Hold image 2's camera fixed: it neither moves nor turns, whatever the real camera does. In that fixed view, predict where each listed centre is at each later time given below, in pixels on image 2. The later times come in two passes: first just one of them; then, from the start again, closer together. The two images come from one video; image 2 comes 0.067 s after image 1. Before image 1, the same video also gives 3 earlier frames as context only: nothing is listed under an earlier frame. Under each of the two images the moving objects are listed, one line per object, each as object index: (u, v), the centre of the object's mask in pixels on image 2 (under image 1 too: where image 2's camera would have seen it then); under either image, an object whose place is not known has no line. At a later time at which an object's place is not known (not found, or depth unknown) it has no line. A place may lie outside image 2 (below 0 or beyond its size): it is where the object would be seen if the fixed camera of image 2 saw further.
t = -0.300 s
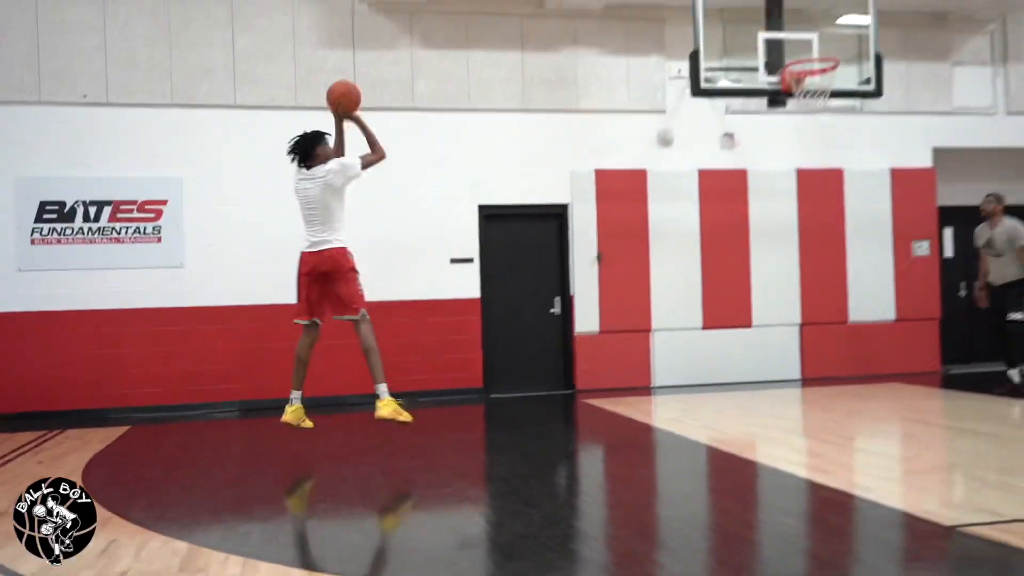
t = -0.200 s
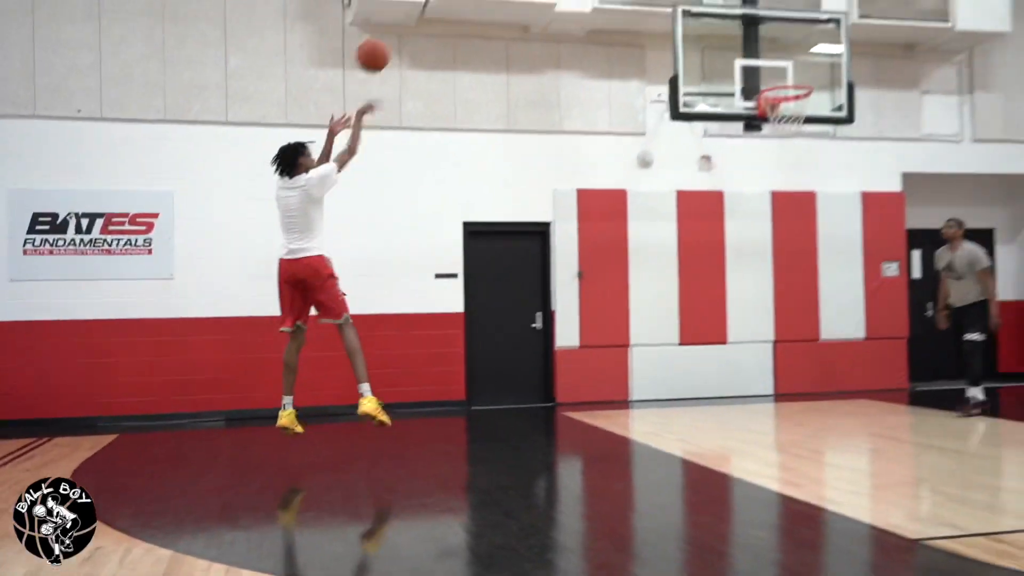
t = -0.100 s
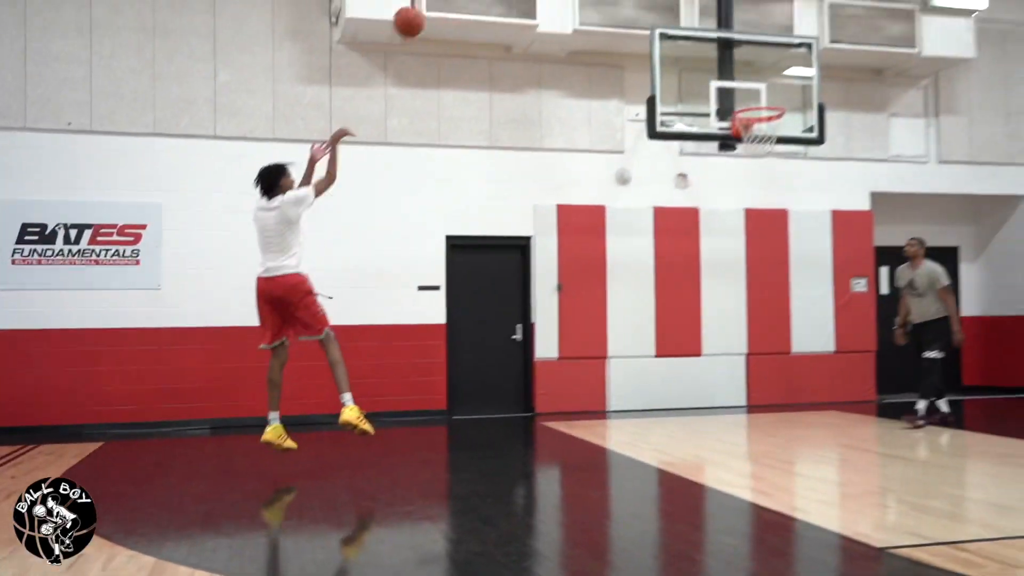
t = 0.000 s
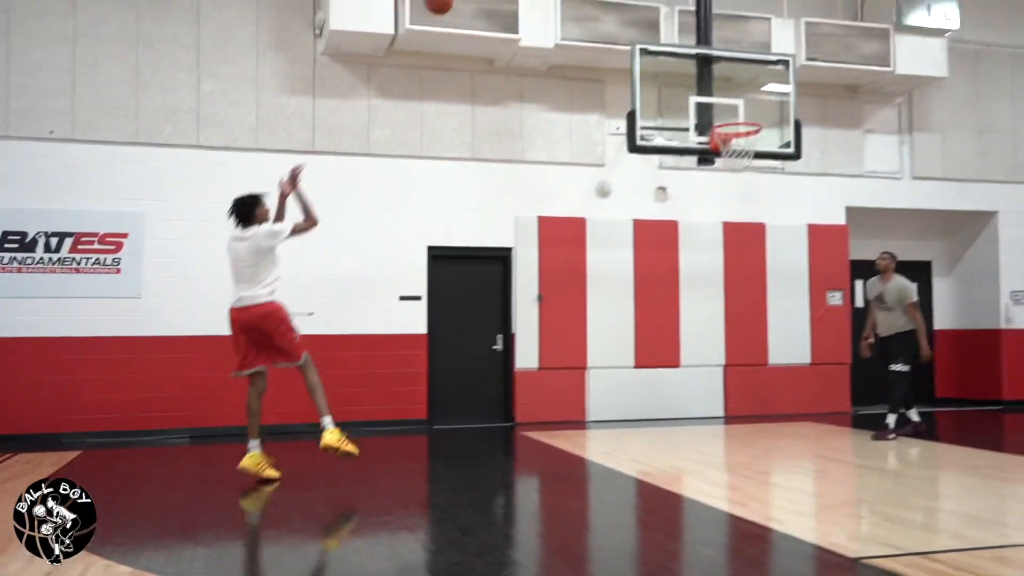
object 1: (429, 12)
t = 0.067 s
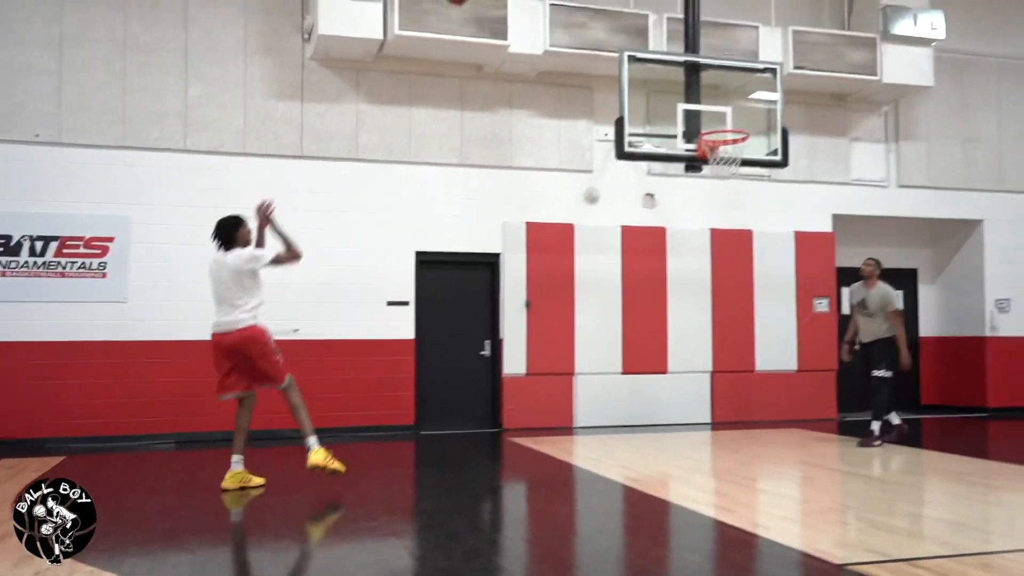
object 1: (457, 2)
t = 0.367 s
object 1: (573, -4)
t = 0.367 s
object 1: (573, -4)
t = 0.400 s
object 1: (585, -2)
